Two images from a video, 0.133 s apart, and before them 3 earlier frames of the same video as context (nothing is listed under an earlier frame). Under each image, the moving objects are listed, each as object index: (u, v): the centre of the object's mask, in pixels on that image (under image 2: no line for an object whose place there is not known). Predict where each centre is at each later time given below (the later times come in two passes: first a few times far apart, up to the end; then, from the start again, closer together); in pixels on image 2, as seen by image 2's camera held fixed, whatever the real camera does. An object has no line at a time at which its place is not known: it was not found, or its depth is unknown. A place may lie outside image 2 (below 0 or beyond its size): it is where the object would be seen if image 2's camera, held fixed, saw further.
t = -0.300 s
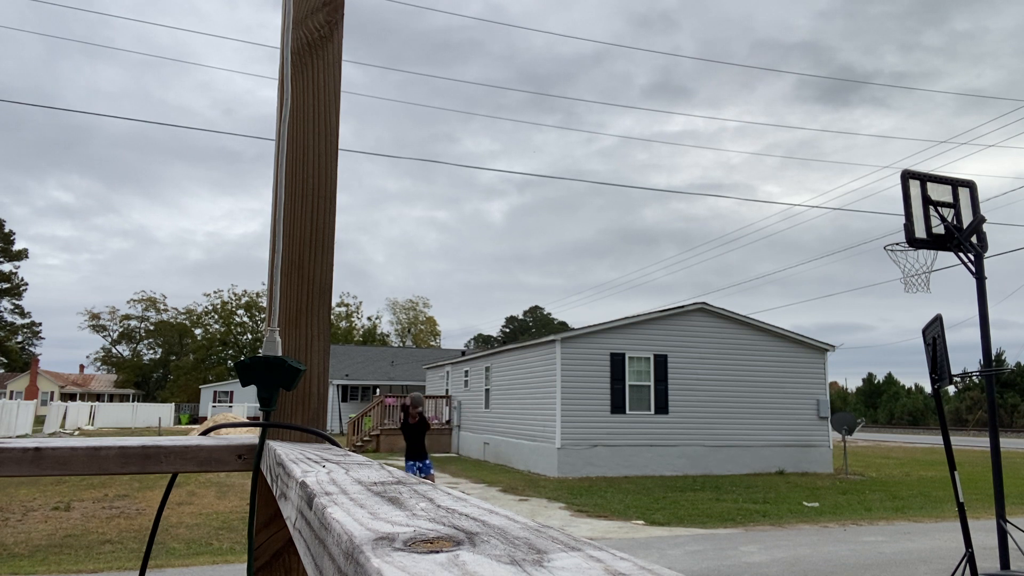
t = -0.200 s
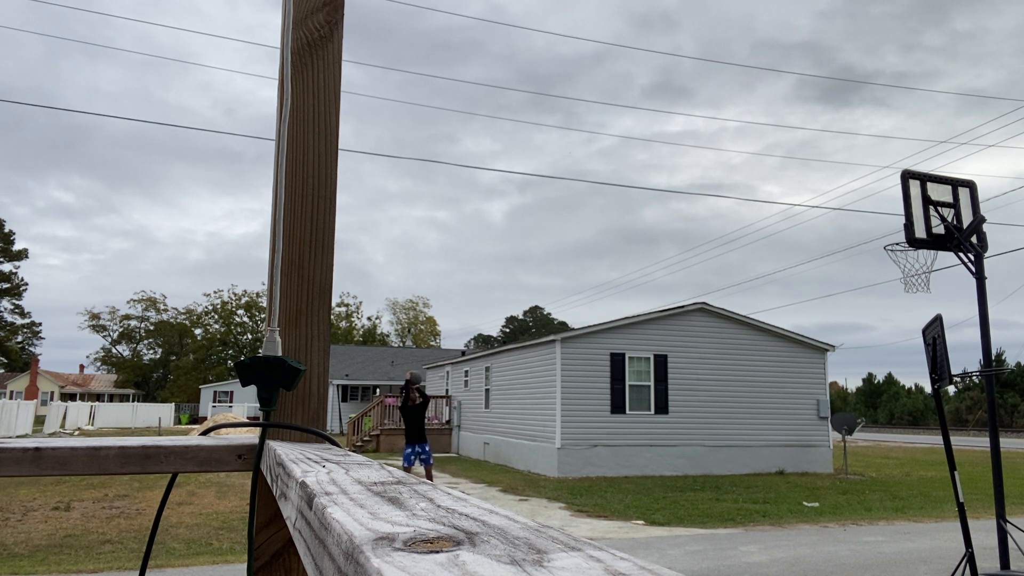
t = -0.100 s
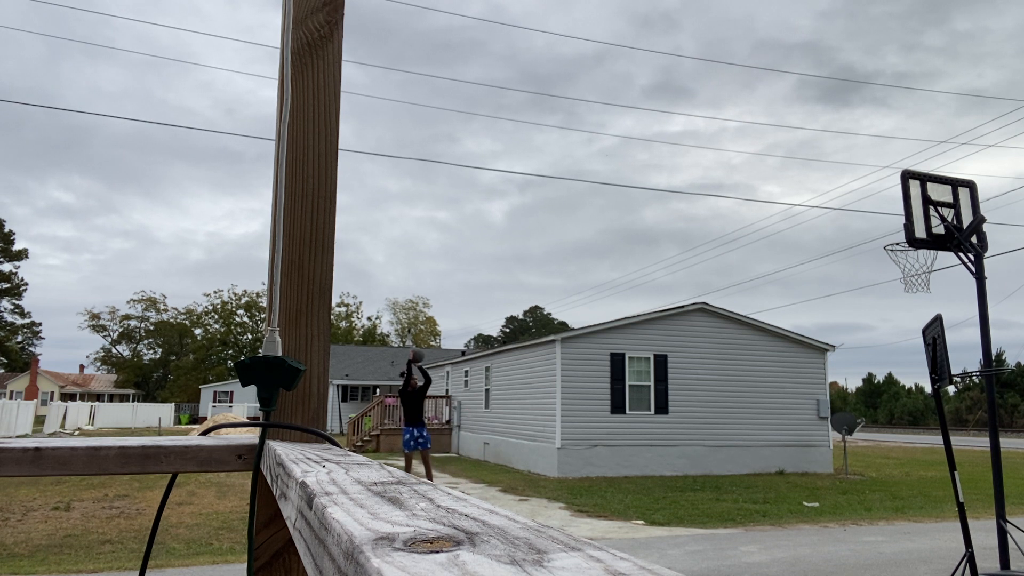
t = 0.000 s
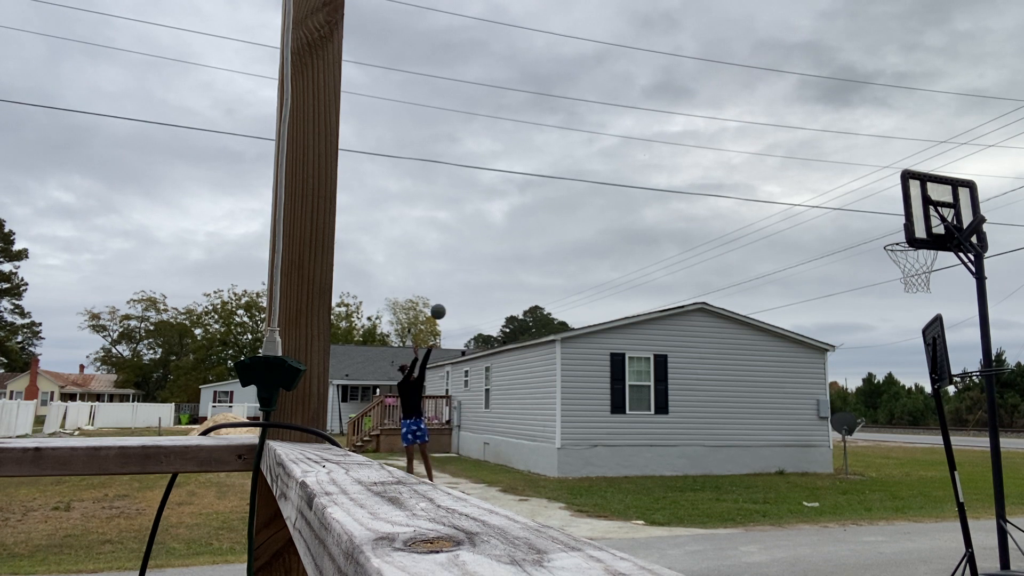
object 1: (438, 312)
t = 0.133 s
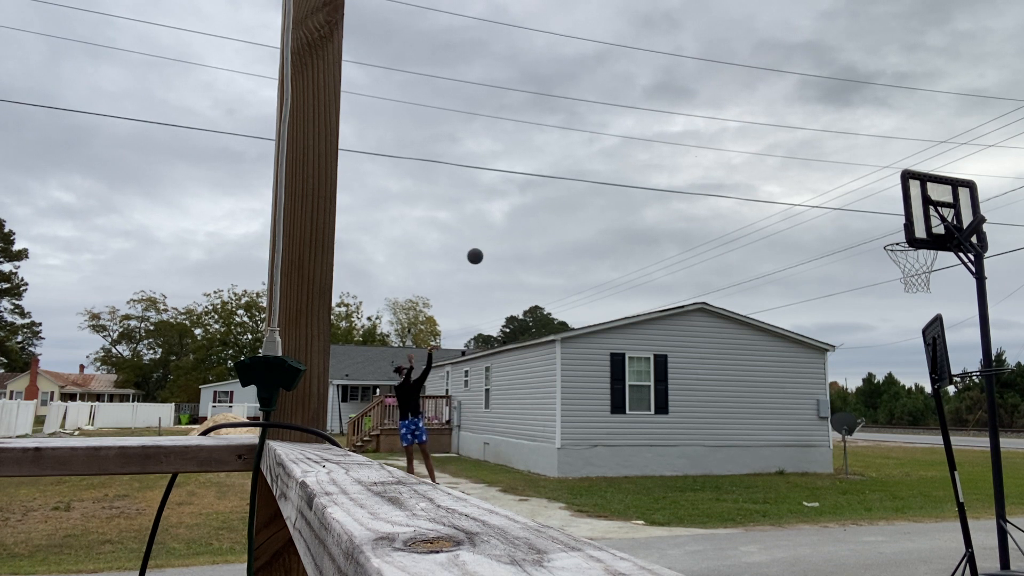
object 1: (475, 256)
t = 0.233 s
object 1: (504, 221)
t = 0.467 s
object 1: (576, 161)
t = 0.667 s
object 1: (647, 135)
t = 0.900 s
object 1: (741, 144)
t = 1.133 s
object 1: (857, 204)
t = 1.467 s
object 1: (873, 179)
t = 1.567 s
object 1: (857, 176)
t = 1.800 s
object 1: (823, 209)
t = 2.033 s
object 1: (792, 292)
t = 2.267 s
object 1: (765, 427)
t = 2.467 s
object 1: (746, 534)
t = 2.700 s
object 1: (734, 417)
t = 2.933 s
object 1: (725, 358)
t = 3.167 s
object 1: (719, 354)
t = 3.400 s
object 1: (714, 409)
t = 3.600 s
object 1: (712, 508)
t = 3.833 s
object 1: (704, 503)
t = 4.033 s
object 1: (695, 444)
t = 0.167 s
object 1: (485, 244)
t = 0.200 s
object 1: (494, 232)
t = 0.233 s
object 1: (504, 221)
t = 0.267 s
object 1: (514, 210)
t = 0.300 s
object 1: (524, 200)
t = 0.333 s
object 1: (534, 191)
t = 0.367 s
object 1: (545, 182)
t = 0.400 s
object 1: (555, 175)
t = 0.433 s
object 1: (566, 167)
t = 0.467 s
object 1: (576, 161)
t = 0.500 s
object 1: (588, 155)
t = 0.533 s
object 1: (599, 149)
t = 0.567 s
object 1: (610, 145)
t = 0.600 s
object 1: (622, 141)
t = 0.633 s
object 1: (634, 138)
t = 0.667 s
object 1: (647, 135)
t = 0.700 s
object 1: (659, 134)
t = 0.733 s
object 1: (672, 133)
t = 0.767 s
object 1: (685, 134)
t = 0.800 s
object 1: (698, 135)
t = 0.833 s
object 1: (712, 137)
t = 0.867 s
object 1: (727, 140)
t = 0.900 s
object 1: (741, 144)
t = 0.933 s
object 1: (756, 149)
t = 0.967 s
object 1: (772, 155)
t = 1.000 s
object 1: (788, 163)
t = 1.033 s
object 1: (804, 171)
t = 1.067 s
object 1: (821, 181)
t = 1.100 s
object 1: (839, 192)
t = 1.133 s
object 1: (857, 204)
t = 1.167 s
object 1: (875, 218)
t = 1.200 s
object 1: (893, 233)
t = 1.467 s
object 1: (873, 179)
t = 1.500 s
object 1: (868, 177)
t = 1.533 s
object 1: (862, 176)
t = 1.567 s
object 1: (857, 176)
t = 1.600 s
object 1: (852, 178)
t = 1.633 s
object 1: (847, 181)
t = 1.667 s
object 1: (842, 184)
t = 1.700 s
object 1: (837, 189)
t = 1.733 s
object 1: (832, 195)
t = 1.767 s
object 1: (828, 201)
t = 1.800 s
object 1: (823, 209)
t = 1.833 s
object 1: (818, 217)
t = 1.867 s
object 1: (814, 227)
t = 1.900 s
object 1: (809, 238)
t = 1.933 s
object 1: (805, 250)
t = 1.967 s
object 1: (801, 263)
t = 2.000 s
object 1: (796, 277)
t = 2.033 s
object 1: (792, 292)
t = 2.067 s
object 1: (788, 307)
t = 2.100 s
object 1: (784, 325)
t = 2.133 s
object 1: (780, 343)
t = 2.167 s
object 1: (776, 362)
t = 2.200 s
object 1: (772, 382)
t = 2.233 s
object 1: (769, 404)
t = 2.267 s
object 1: (765, 427)
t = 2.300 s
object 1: (761, 451)
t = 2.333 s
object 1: (757, 476)
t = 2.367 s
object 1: (754, 501)
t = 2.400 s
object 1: (751, 528)
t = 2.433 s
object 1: (748, 555)
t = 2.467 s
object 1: (746, 534)
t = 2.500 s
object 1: (744, 513)
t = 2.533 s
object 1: (742, 494)
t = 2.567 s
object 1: (740, 476)
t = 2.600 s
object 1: (739, 460)
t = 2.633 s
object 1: (737, 444)
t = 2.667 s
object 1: (736, 430)
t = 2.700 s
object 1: (734, 417)
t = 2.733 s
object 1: (733, 405)
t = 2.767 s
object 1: (731, 394)
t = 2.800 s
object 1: (730, 384)
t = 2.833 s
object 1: (728, 376)
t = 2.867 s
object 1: (727, 369)
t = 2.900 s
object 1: (726, 363)
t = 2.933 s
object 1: (725, 358)
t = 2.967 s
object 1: (724, 354)
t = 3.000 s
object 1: (723, 351)
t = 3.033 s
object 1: (722, 350)
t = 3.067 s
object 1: (721, 350)
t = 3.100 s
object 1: (721, 350)
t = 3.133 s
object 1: (720, 351)
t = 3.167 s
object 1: (719, 354)
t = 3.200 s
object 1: (718, 358)
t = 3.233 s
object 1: (717, 364)
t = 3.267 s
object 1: (717, 370)
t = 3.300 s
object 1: (716, 378)
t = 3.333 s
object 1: (715, 387)
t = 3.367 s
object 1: (715, 398)
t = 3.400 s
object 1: (714, 409)
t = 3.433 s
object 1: (714, 422)
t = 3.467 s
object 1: (713, 437)
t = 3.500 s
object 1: (713, 452)
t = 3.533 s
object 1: (712, 469)
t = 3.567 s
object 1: (712, 488)
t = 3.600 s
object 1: (712, 508)
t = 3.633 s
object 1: (711, 529)
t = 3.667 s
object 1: (711, 553)
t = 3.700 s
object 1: (711, 567)
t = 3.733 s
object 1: (709, 552)
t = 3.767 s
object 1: (707, 534)
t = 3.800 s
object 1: (706, 518)
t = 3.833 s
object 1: (704, 503)
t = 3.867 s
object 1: (702, 490)
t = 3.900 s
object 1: (701, 479)
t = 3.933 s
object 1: (699, 468)
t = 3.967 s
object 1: (698, 459)
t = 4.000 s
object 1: (697, 450)
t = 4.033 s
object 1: (695, 444)
